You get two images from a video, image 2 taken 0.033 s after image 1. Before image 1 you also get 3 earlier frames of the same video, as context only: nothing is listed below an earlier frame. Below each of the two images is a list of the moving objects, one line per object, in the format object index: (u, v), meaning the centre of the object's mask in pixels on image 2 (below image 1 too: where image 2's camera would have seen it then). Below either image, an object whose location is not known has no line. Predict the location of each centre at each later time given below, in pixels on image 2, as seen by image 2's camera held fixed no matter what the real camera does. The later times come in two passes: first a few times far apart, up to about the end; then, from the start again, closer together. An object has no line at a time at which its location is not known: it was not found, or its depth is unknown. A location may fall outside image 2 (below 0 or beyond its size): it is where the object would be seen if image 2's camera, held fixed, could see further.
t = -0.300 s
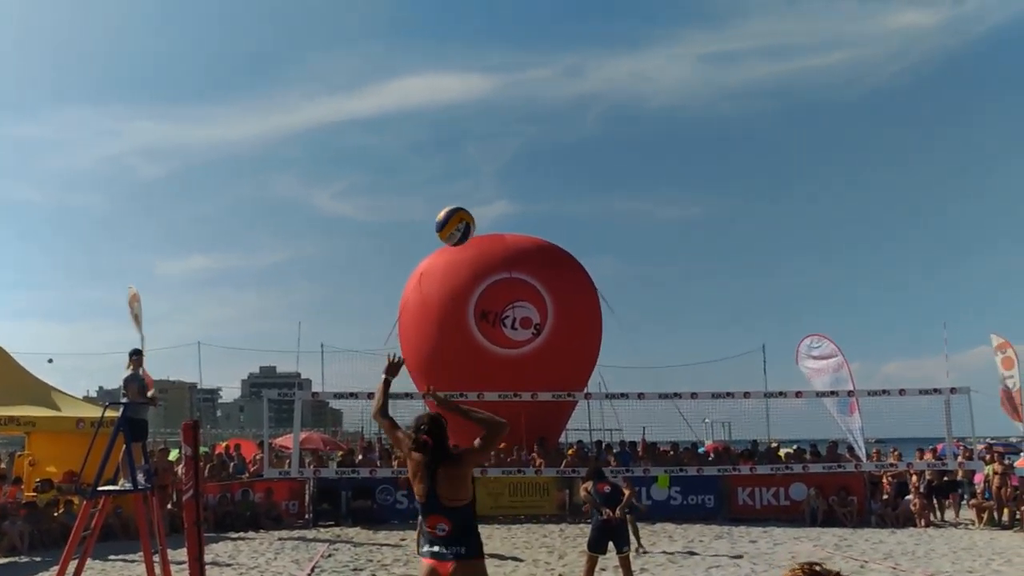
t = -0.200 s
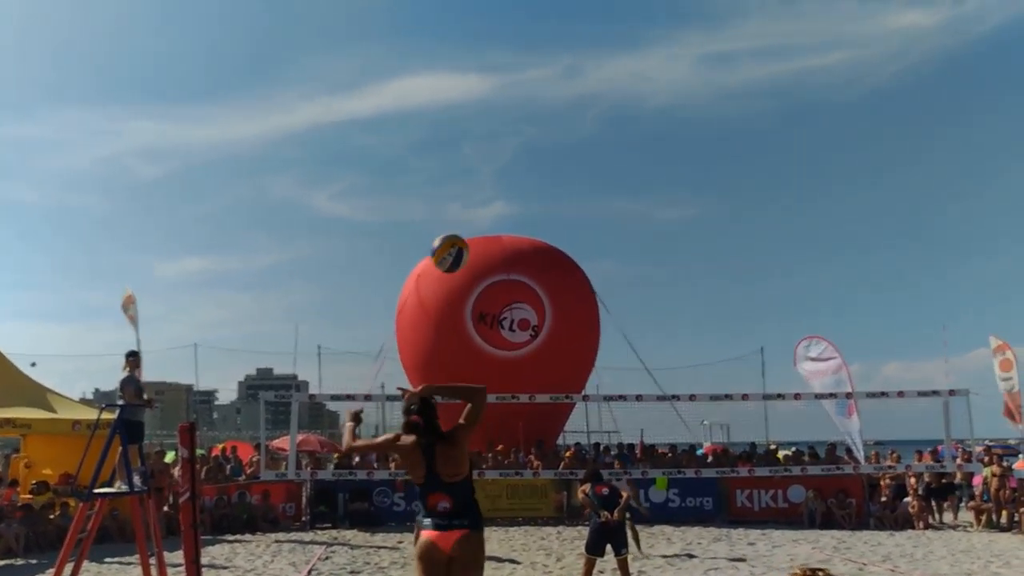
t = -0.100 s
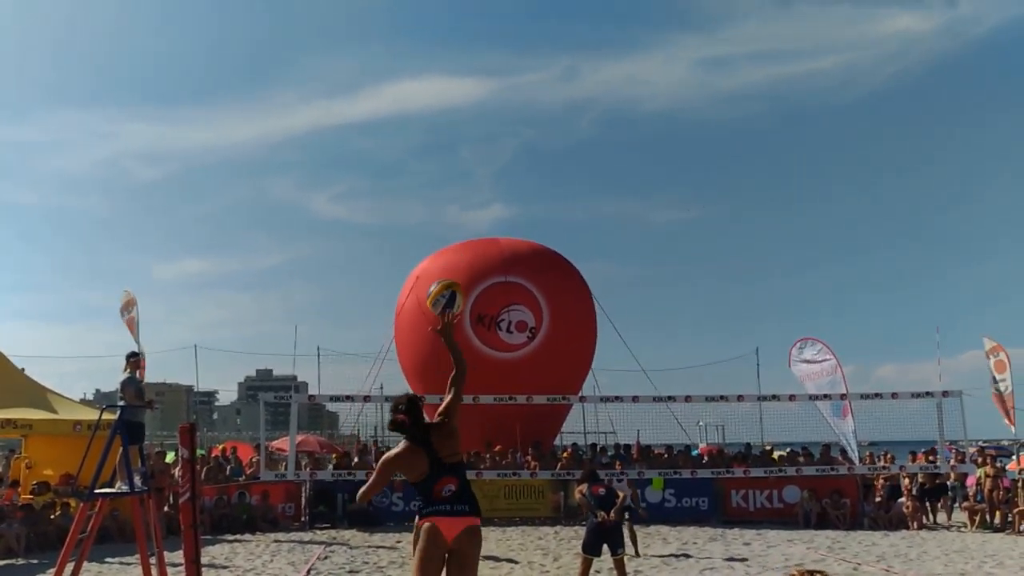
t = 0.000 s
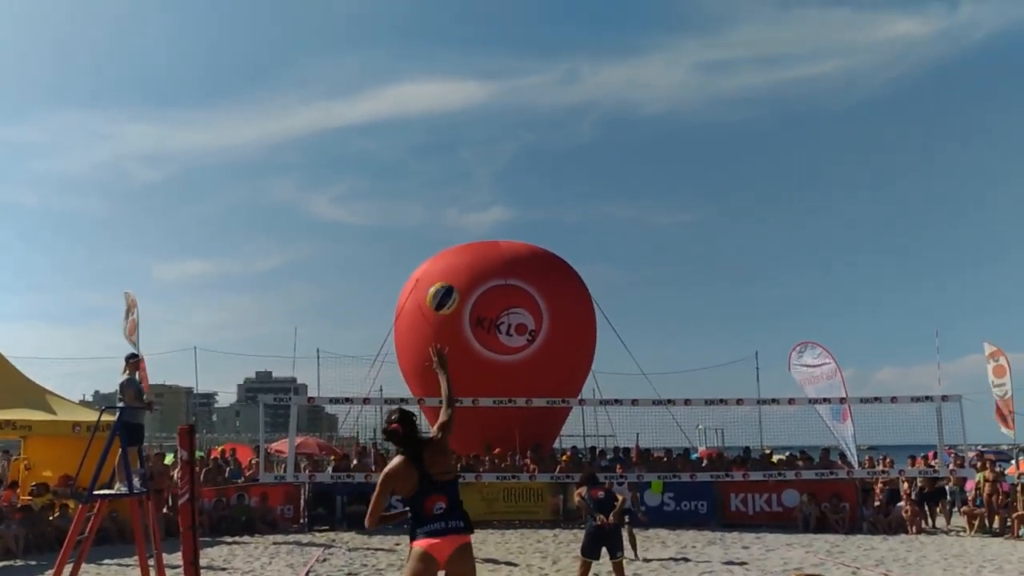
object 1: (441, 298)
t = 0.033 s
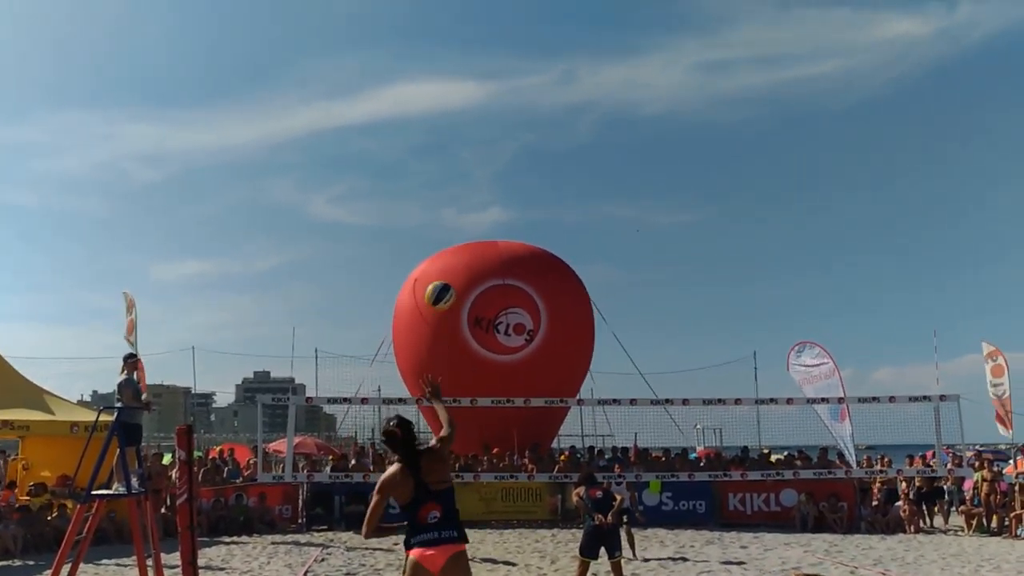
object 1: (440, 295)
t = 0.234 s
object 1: (432, 311)
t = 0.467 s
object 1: (419, 362)
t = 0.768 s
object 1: (413, 454)
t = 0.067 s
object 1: (438, 294)
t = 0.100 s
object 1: (437, 296)
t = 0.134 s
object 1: (436, 298)
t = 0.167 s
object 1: (435, 301)
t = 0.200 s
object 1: (434, 306)
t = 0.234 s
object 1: (432, 311)
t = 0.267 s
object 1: (431, 316)
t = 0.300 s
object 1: (429, 323)
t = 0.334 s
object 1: (427, 329)
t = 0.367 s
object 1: (425, 337)
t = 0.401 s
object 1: (423, 344)
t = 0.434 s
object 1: (422, 352)
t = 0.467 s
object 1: (419, 362)
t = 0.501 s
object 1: (418, 371)
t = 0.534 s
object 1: (417, 381)
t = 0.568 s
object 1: (415, 390)
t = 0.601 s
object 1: (413, 401)
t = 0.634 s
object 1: (413, 409)
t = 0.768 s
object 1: (413, 454)
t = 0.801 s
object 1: (412, 464)
